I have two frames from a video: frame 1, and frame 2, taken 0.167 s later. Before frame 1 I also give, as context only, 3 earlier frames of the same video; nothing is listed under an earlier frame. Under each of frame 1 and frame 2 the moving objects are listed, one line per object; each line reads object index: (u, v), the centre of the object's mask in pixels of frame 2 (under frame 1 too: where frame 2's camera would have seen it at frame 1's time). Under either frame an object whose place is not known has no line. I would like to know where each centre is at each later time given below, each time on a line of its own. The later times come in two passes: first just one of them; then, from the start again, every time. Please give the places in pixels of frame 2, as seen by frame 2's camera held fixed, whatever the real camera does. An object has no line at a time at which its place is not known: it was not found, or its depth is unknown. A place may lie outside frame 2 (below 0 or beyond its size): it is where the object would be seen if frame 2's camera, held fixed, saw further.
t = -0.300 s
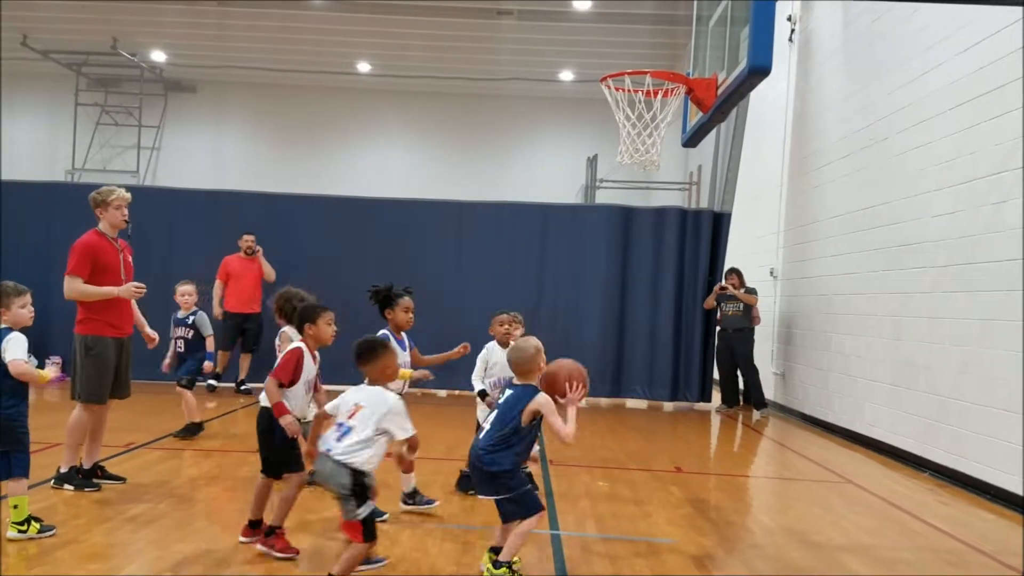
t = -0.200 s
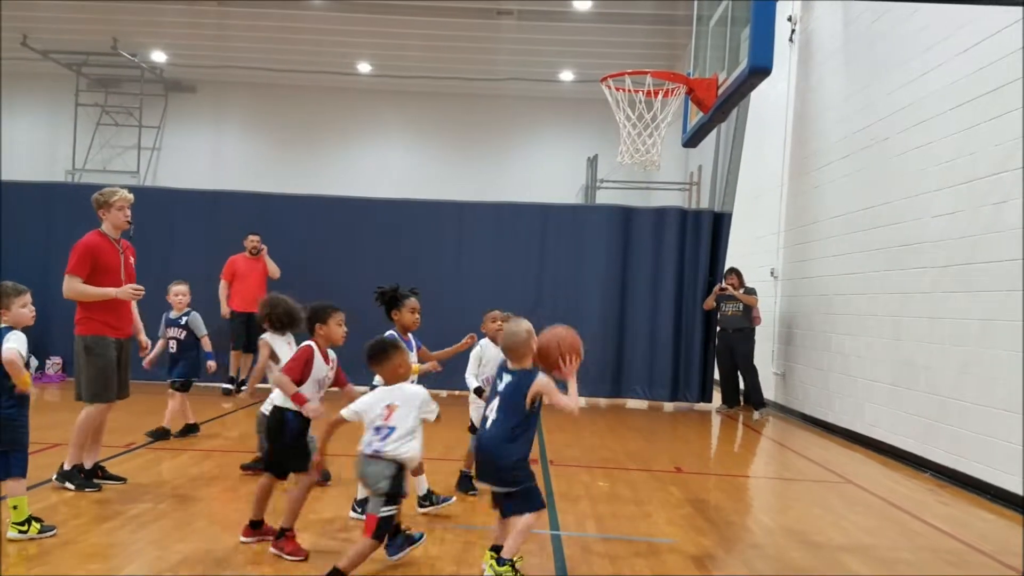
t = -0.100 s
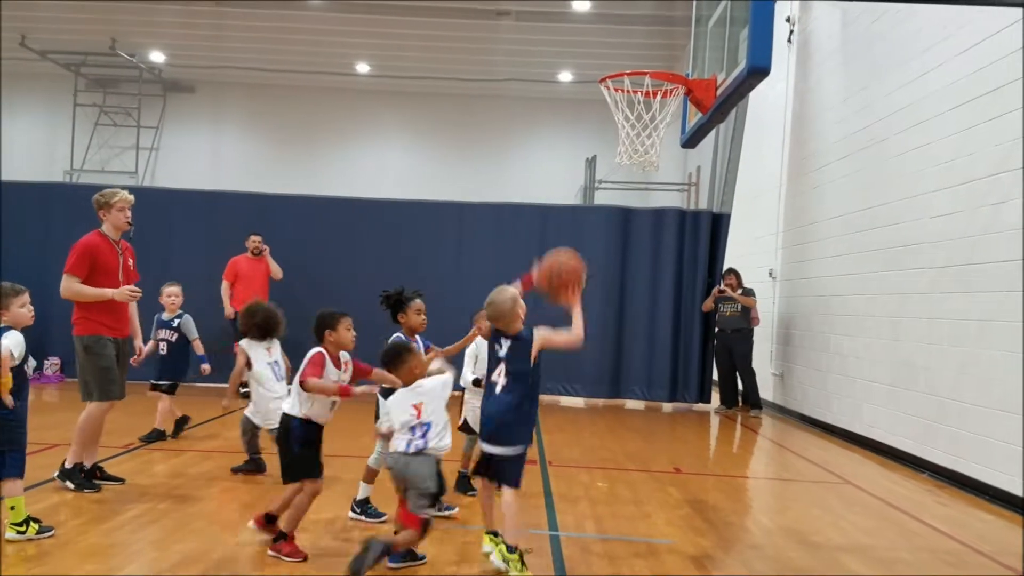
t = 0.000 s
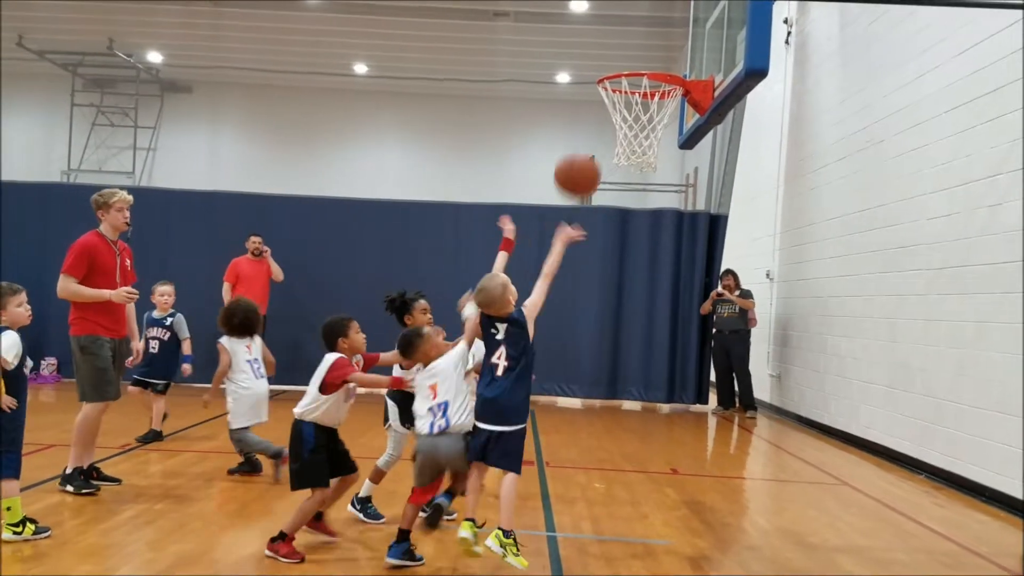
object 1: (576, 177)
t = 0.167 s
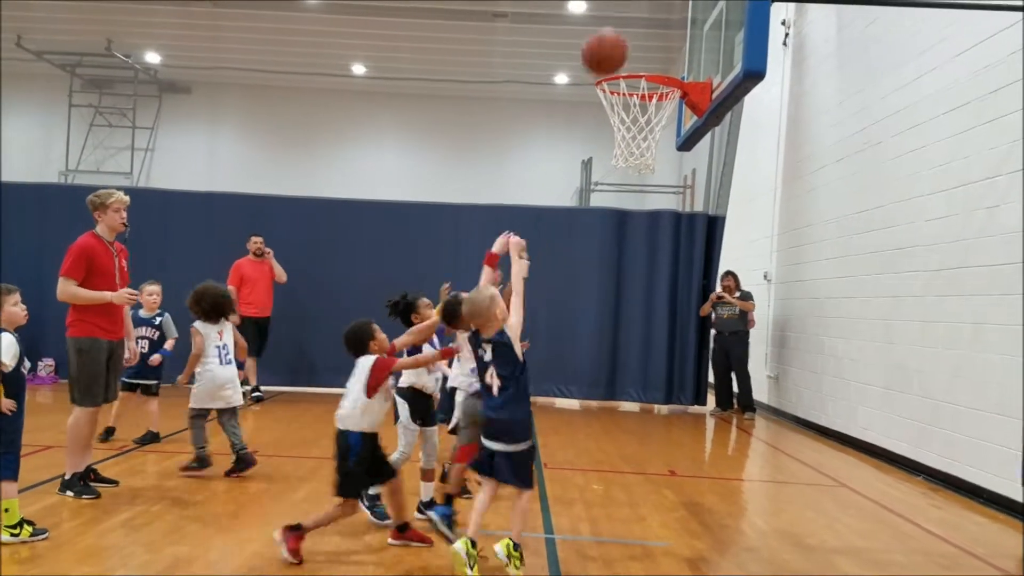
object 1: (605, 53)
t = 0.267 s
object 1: (618, 13)
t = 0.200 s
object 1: (609, 36)
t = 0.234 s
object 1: (614, 21)
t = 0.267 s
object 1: (618, 13)
